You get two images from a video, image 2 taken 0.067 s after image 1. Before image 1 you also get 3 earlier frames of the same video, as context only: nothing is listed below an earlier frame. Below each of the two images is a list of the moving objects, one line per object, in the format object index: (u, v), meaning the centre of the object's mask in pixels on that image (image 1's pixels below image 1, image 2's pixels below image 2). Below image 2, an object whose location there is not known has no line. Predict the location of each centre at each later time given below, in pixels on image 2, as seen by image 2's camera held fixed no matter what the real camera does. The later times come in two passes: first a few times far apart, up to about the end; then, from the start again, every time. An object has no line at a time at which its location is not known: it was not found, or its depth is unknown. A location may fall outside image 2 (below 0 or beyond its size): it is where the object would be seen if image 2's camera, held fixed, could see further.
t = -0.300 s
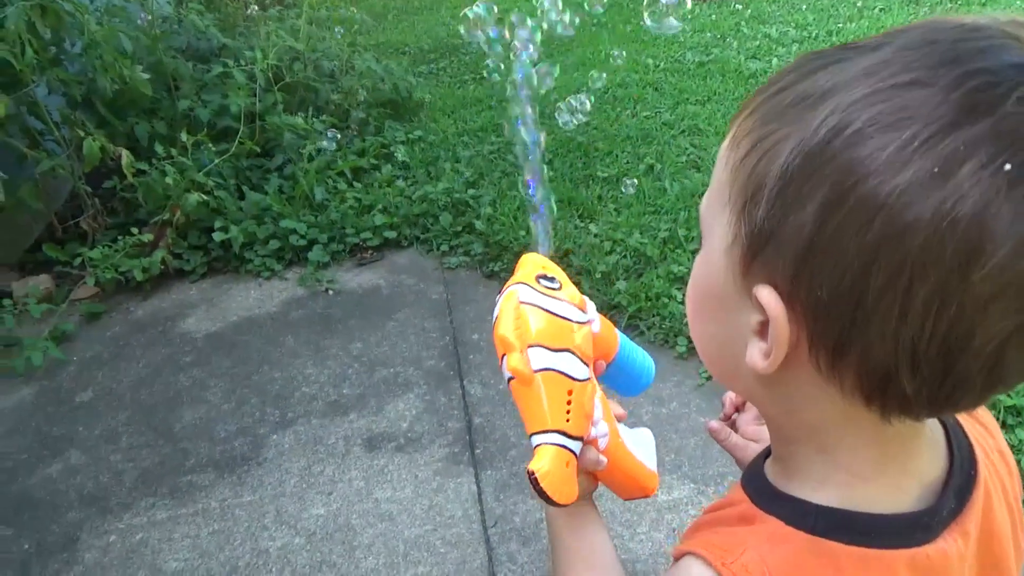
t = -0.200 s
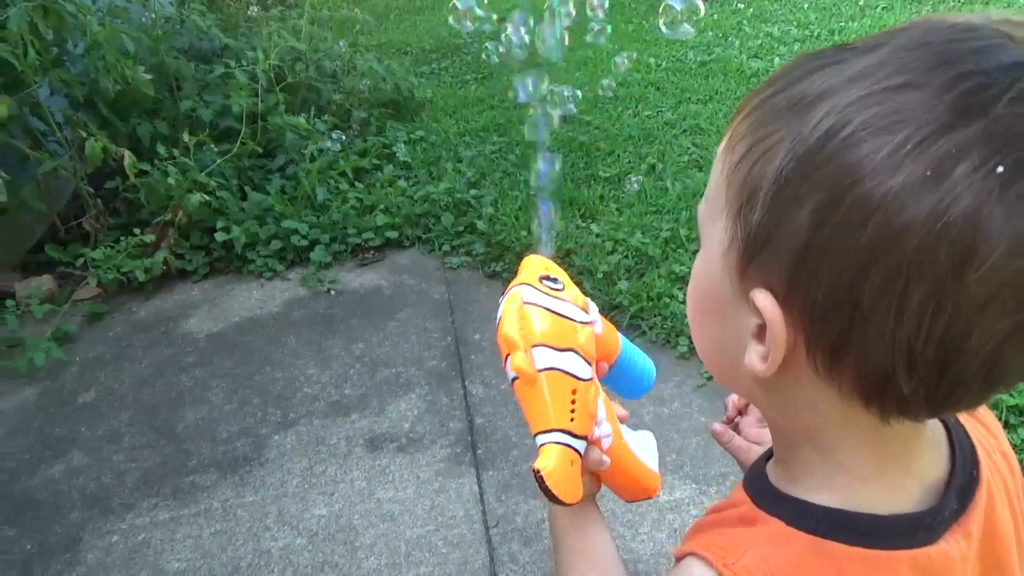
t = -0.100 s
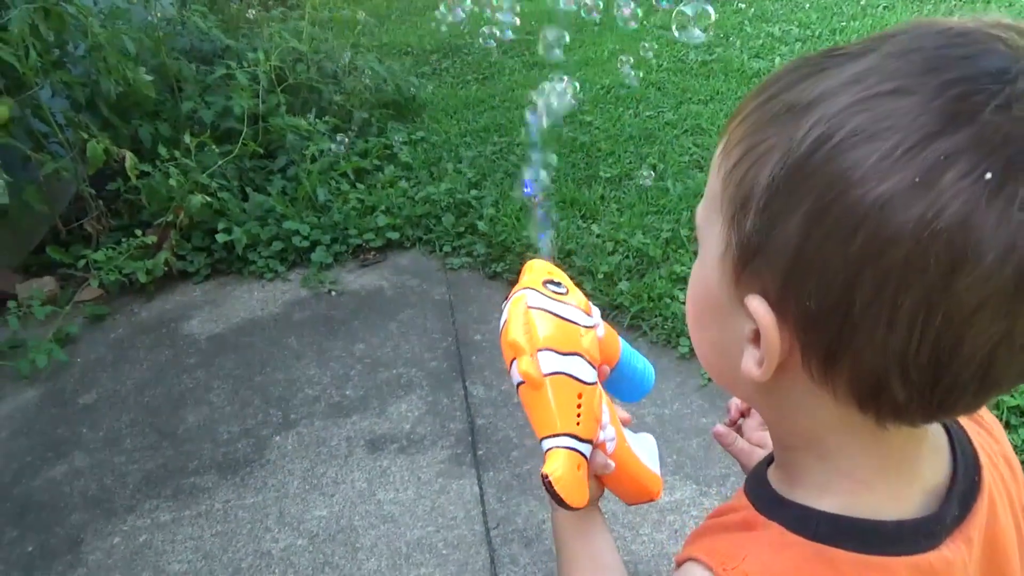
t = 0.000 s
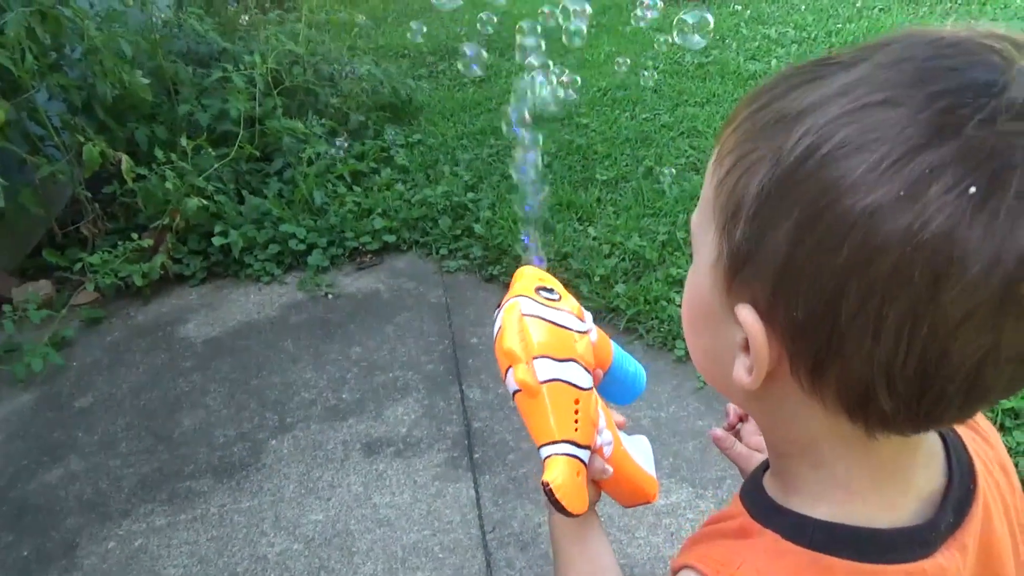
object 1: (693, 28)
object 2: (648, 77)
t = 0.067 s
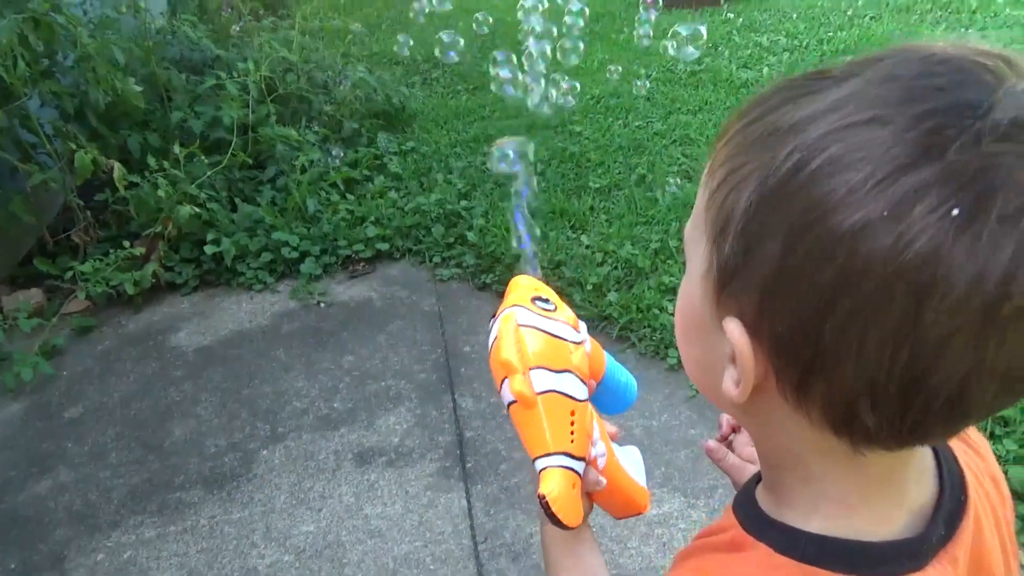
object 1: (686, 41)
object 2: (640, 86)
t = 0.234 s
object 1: (690, 48)
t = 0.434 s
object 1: (687, 51)
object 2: (626, 93)
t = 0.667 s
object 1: (686, 61)
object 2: (640, 109)
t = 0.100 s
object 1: (686, 43)
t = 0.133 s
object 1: (687, 45)
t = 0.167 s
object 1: (688, 47)
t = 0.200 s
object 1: (689, 48)
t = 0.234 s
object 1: (690, 48)
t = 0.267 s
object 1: (690, 48)
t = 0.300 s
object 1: (690, 48)
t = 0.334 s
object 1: (691, 48)
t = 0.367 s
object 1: (690, 49)
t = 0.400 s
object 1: (689, 49)
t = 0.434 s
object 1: (687, 51)
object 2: (626, 93)
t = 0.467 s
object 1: (685, 52)
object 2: (626, 91)
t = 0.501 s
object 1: (683, 54)
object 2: (628, 96)
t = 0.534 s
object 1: (683, 56)
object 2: (628, 98)
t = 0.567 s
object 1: (682, 58)
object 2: (630, 101)
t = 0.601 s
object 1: (683, 59)
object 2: (634, 106)
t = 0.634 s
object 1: (684, 60)
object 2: (637, 108)
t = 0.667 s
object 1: (686, 61)
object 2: (640, 109)
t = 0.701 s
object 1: (687, 62)
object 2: (646, 110)
